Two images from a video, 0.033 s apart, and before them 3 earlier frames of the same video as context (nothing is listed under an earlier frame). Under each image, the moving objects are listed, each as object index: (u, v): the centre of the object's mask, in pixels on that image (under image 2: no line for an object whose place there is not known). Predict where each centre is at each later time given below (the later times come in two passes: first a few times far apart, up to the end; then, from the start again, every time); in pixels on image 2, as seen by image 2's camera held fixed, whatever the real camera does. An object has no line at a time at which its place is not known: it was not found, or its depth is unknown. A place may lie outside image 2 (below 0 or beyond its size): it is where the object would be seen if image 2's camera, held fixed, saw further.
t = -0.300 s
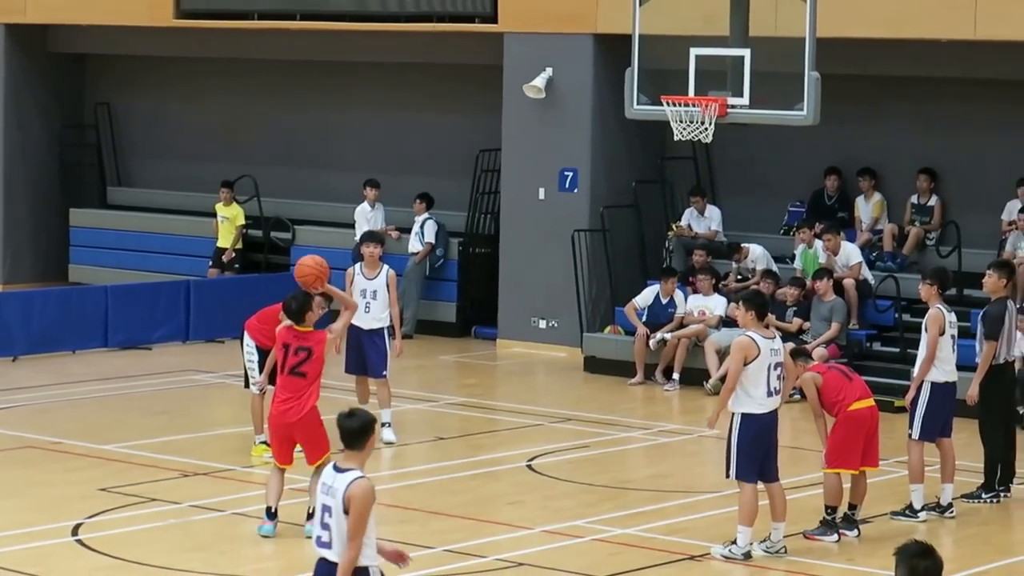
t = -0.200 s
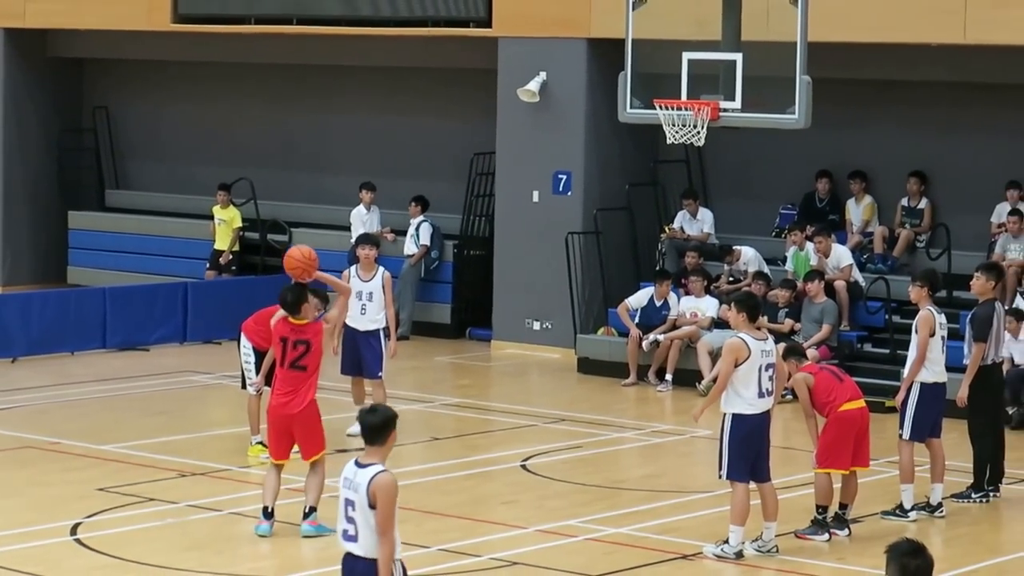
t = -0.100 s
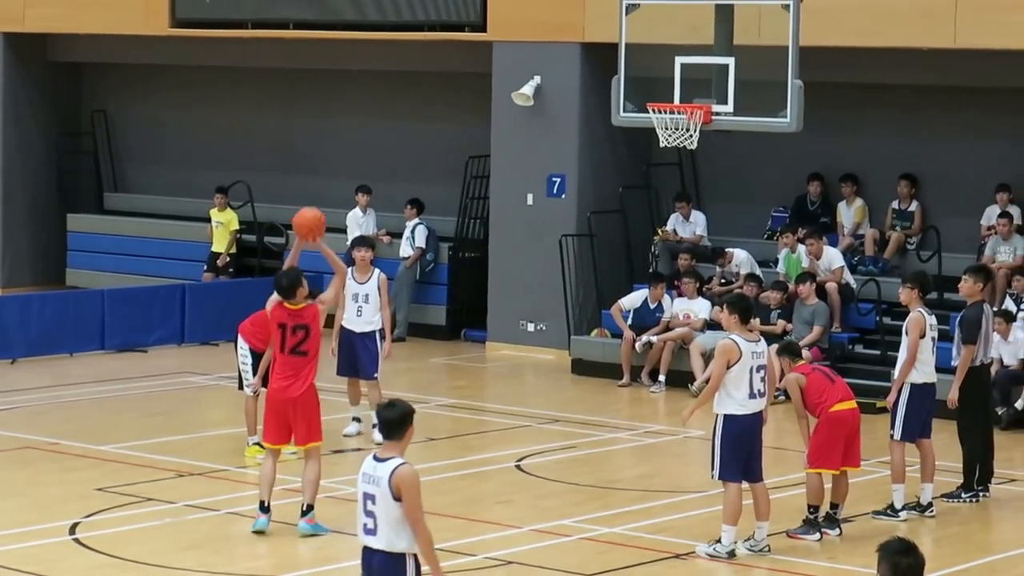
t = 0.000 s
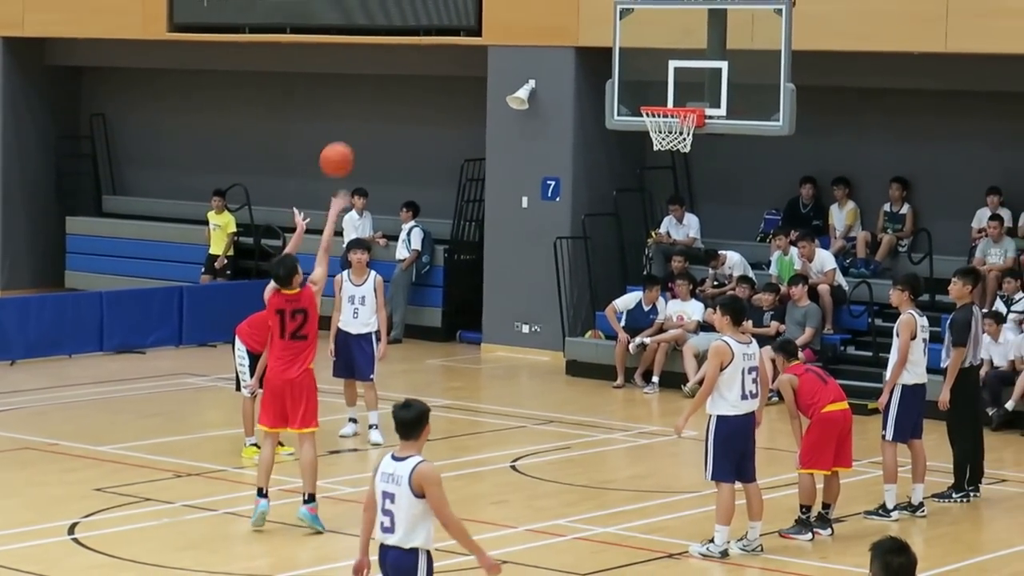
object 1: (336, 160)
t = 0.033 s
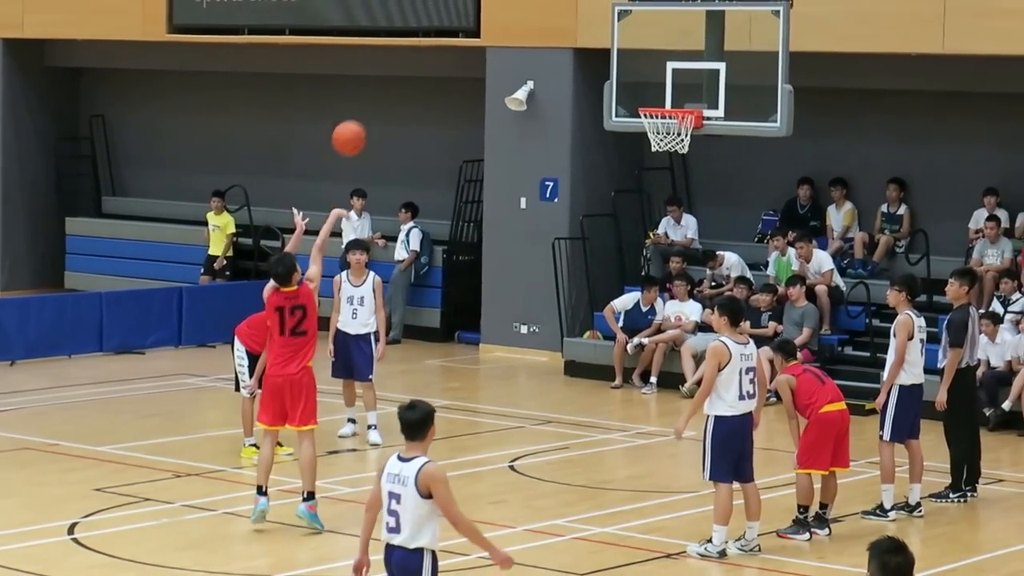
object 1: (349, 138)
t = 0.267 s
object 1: (436, 24)
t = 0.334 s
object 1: (458, 7)
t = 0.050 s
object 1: (355, 127)
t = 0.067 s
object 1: (362, 117)
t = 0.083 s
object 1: (368, 107)
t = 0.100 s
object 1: (375, 98)
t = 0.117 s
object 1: (381, 89)
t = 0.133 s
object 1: (387, 80)
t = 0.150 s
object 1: (394, 72)
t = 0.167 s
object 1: (400, 64)
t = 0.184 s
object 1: (406, 58)
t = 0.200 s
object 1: (413, 50)
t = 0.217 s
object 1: (419, 43)
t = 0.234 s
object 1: (425, 36)
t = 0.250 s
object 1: (430, 30)
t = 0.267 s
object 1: (436, 24)
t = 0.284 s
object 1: (441, 20)
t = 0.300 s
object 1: (447, 15)
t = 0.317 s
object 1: (453, 11)
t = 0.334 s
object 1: (458, 7)
